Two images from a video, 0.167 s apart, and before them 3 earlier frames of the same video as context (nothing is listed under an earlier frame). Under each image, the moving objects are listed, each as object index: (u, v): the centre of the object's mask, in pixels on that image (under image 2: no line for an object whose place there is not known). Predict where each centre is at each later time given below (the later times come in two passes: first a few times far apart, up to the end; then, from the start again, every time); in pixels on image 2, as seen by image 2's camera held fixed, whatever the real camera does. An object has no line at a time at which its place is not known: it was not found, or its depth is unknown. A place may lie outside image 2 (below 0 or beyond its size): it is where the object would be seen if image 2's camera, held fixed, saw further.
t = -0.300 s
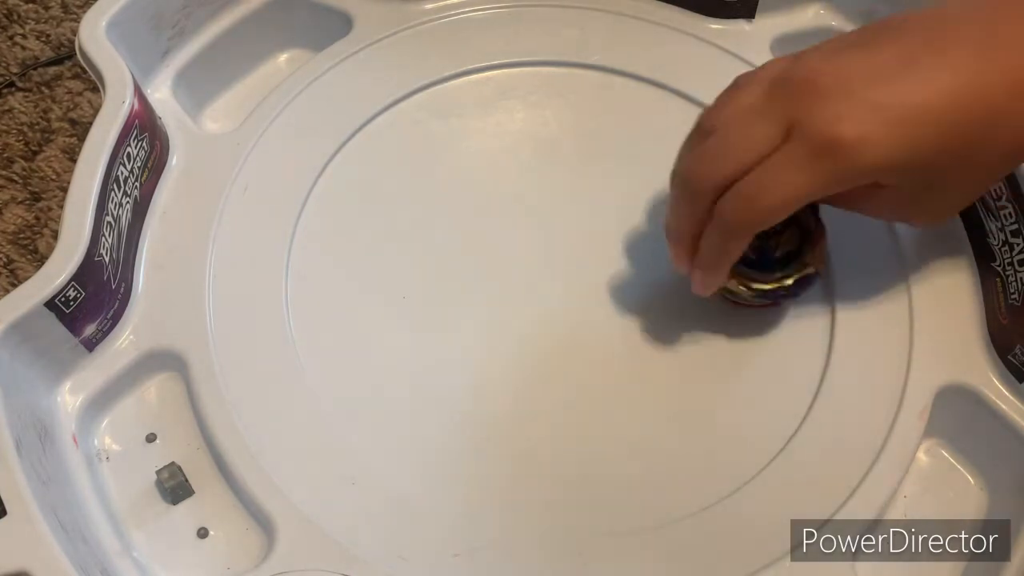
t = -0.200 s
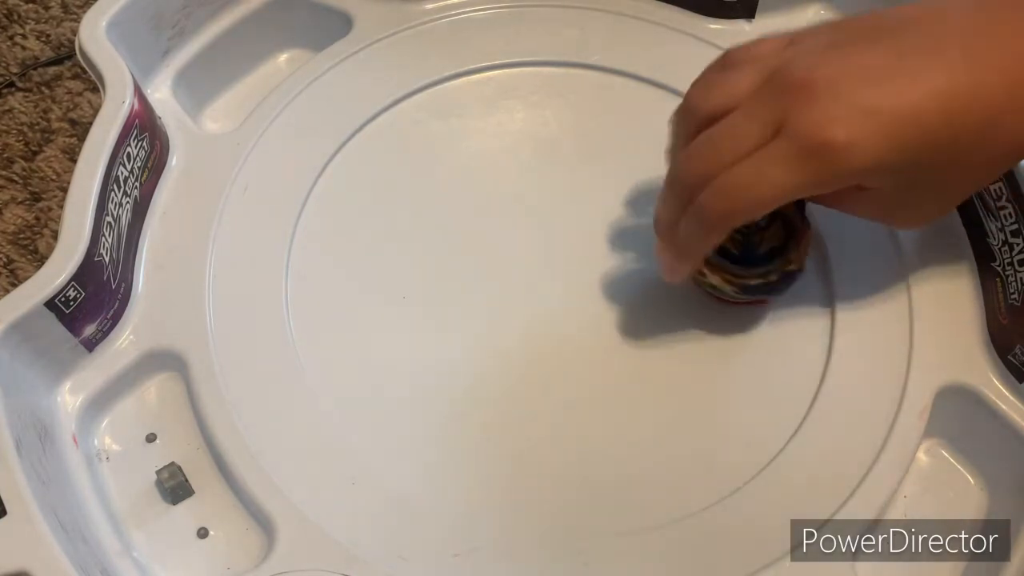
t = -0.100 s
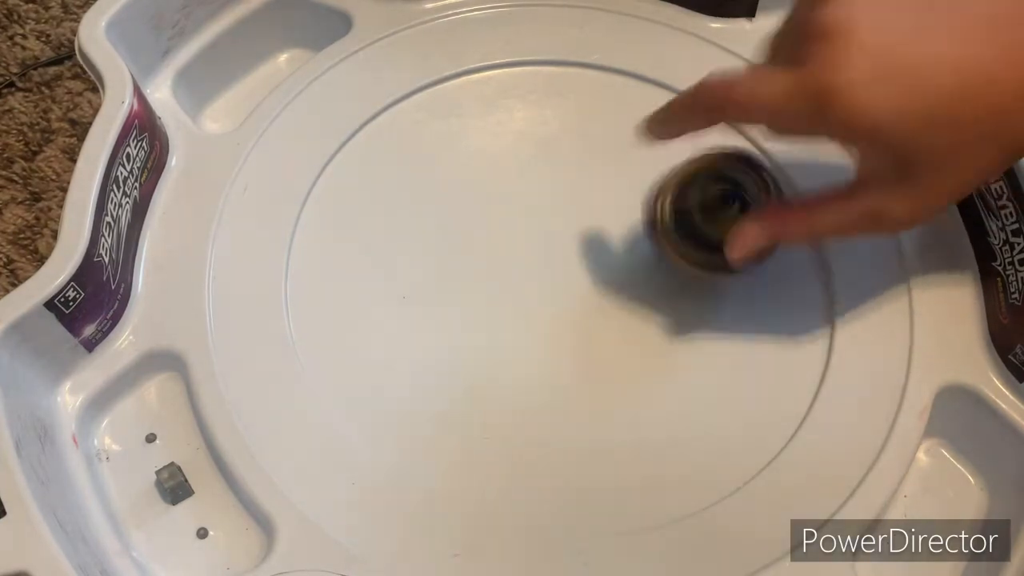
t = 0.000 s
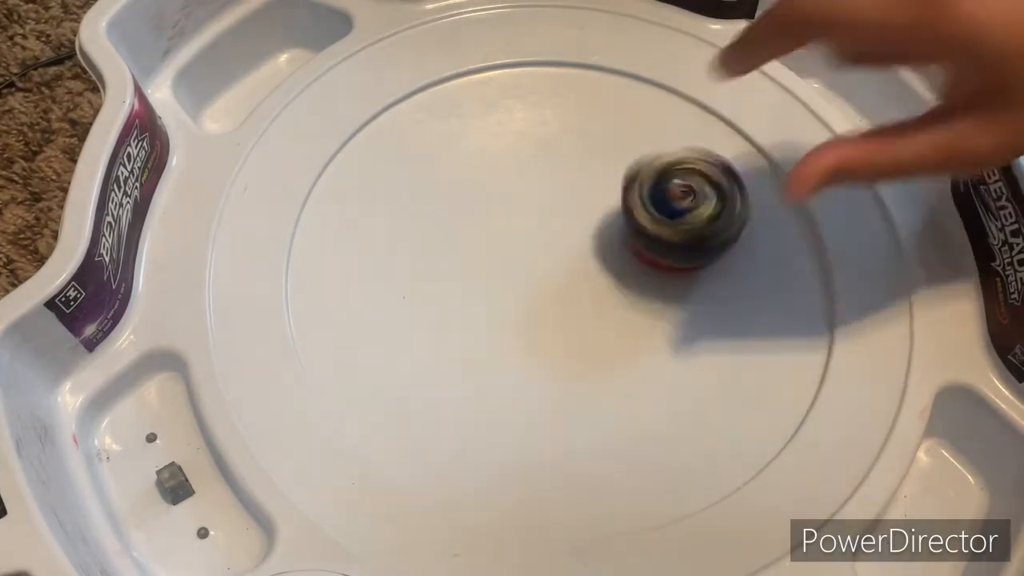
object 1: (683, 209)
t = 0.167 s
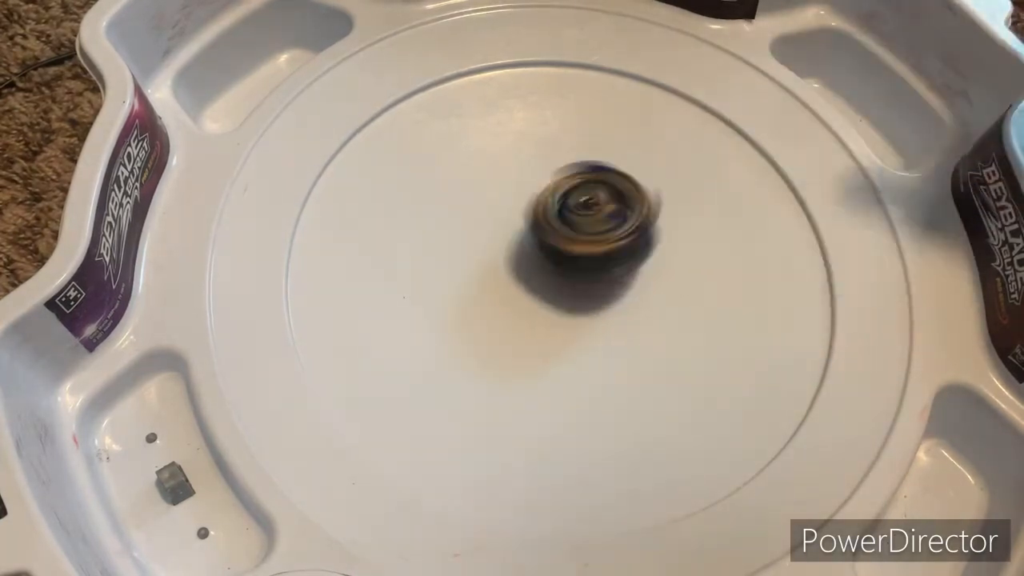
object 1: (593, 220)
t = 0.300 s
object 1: (536, 251)
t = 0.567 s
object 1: (507, 321)
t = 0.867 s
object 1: (537, 336)
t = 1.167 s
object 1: (571, 273)
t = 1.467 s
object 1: (540, 226)
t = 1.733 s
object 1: (538, 235)
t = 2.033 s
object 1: (540, 235)
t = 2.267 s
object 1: (552, 232)
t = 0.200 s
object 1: (574, 232)
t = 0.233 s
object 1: (562, 235)
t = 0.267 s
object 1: (550, 241)
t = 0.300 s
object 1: (536, 251)
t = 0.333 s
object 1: (524, 262)
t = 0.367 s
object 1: (518, 271)
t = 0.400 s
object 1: (511, 281)
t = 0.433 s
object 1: (505, 293)
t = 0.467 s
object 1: (502, 301)
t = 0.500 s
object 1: (503, 305)
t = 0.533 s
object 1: (504, 314)
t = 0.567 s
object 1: (507, 321)
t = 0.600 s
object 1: (510, 326)
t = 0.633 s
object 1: (515, 329)
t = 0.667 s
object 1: (516, 332)
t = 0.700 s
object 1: (515, 334)
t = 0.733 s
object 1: (519, 337)
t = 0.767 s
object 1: (524, 337)
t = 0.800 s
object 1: (531, 338)
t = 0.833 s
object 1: (536, 339)
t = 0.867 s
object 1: (537, 336)
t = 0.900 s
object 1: (540, 332)
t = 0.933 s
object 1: (546, 326)
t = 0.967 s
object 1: (554, 324)
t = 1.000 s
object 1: (561, 318)
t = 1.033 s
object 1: (565, 308)
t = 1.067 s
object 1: (567, 300)
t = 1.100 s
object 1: (570, 291)
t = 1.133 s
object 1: (570, 282)
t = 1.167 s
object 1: (571, 273)
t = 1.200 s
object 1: (572, 258)
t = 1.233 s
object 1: (564, 251)
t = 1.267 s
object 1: (559, 246)
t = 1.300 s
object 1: (556, 241)
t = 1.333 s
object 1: (551, 237)
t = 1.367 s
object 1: (546, 234)
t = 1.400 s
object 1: (544, 231)
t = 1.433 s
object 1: (542, 229)
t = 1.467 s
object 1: (540, 226)
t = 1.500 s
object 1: (538, 226)
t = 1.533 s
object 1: (538, 227)
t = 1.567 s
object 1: (541, 229)
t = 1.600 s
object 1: (543, 230)
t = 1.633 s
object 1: (544, 232)
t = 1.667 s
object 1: (542, 233)
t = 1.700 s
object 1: (540, 235)
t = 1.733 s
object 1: (538, 235)
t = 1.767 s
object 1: (535, 234)
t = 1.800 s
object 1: (533, 234)
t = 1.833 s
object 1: (532, 233)
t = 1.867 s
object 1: (531, 233)
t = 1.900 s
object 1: (532, 234)
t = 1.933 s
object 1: (533, 234)
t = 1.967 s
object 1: (534, 234)
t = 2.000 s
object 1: (537, 235)
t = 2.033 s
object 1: (540, 235)
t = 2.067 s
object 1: (544, 235)
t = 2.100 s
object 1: (548, 235)
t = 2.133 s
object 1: (551, 234)
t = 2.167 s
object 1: (552, 233)
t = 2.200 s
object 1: (552, 233)
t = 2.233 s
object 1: (552, 233)
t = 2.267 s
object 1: (552, 232)
